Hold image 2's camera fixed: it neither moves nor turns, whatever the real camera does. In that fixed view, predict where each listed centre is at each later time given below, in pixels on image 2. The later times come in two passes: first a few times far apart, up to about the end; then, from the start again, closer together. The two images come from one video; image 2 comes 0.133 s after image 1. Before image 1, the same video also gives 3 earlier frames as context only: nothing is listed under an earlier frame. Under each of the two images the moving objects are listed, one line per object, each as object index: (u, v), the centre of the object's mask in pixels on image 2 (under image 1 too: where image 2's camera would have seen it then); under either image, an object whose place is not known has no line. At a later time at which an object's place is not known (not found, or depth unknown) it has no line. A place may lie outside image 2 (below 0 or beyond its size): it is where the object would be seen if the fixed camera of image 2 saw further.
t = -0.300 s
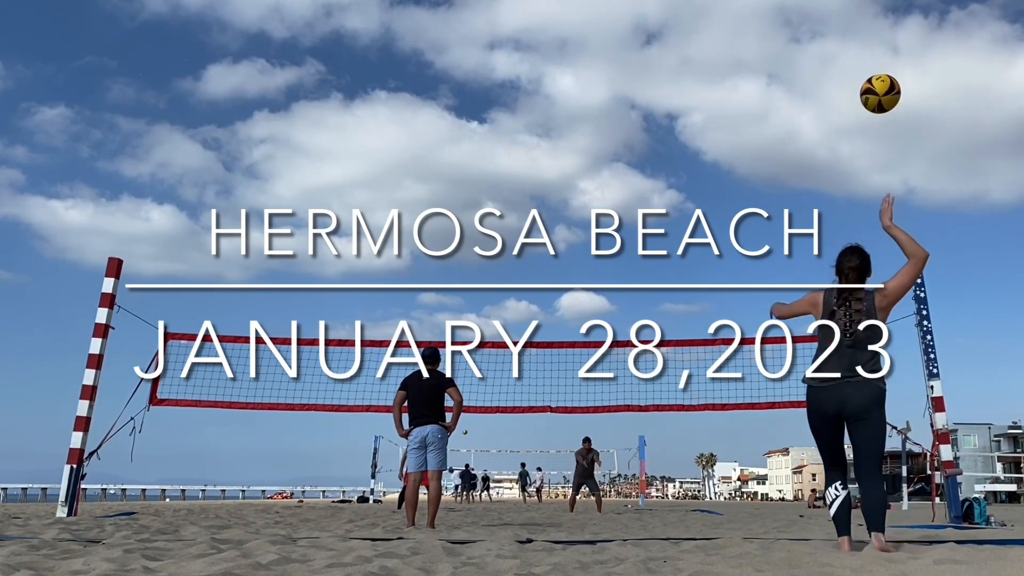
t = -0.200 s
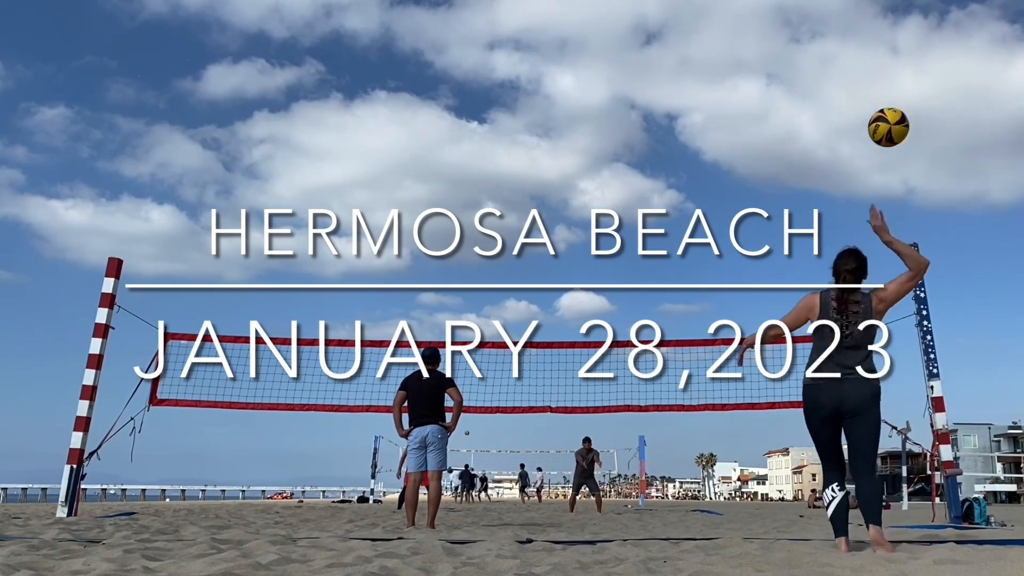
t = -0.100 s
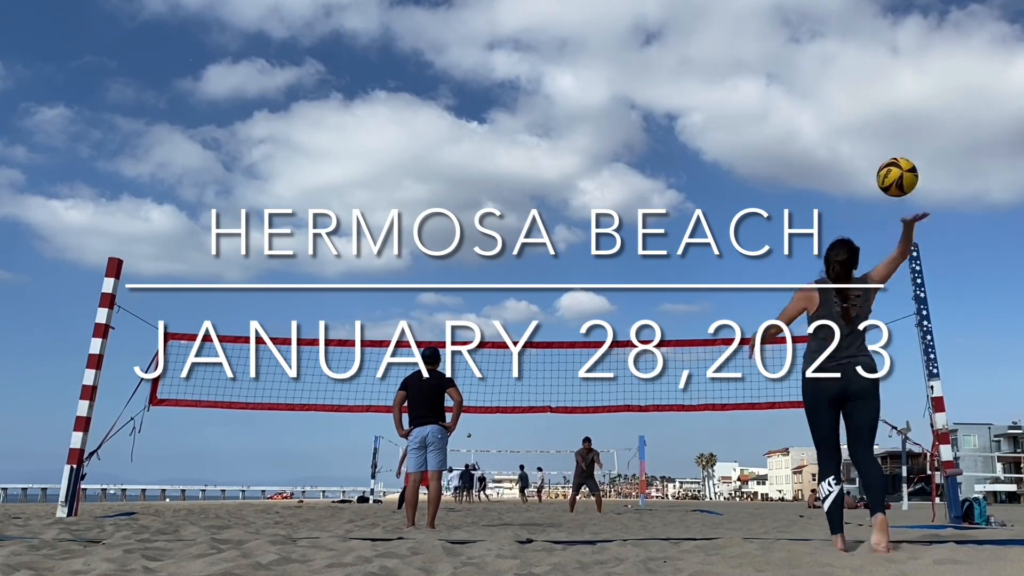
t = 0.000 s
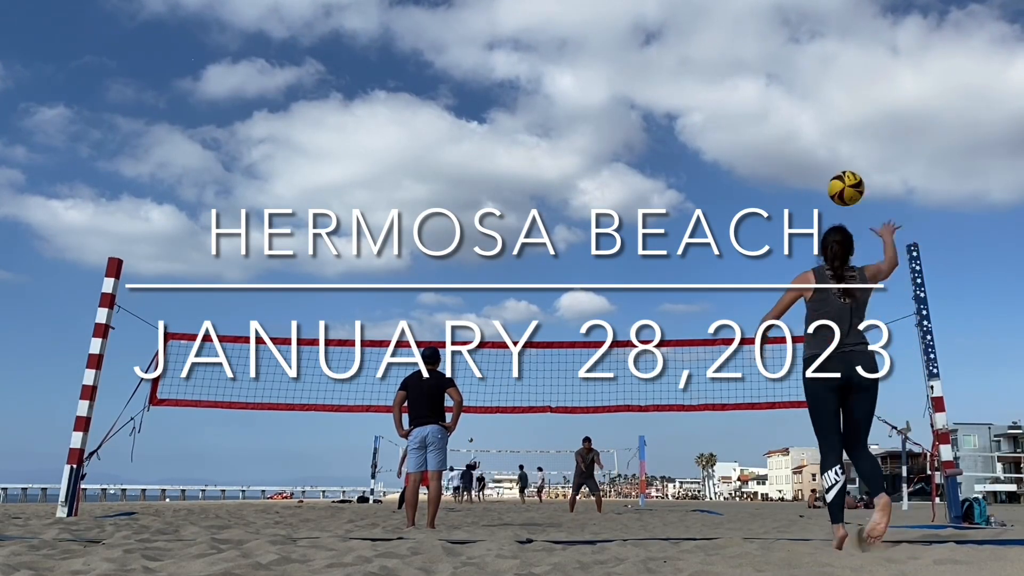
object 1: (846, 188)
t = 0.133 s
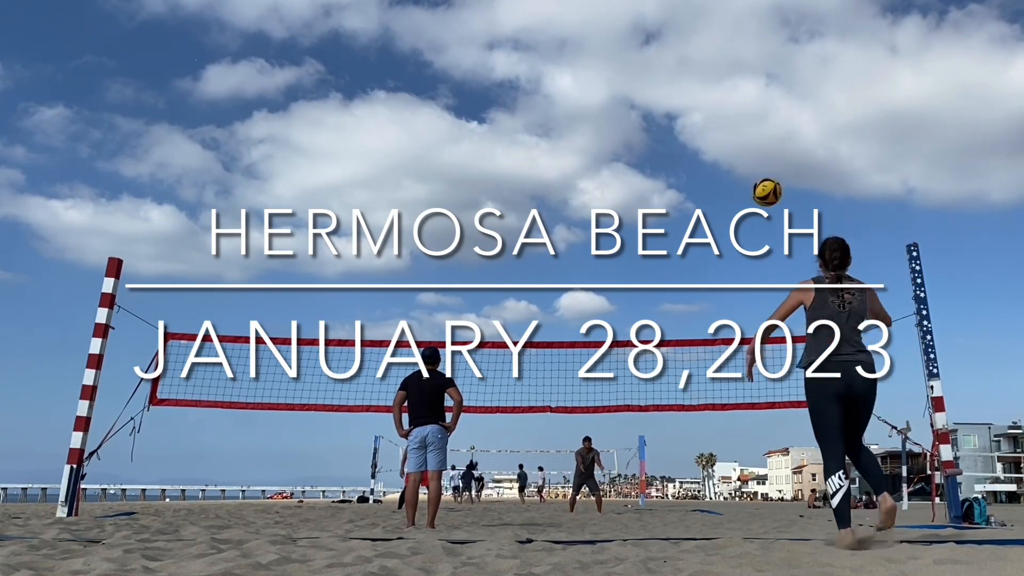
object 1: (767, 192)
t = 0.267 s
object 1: (712, 214)
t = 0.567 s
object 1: (629, 301)
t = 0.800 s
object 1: (588, 391)
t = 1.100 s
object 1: (578, 416)
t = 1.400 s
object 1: (571, 479)
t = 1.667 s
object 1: (567, 498)
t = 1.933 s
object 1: (565, 509)
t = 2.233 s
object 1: (560, 512)
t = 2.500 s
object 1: (556, 513)
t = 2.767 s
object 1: (556, 514)
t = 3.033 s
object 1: (548, 515)
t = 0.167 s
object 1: (751, 196)
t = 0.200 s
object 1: (737, 201)
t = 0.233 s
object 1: (723, 208)
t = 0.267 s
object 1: (712, 214)
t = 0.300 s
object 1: (700, 224)
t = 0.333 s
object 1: (688, 229)
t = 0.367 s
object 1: (676, 238)
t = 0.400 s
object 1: (669, 247)
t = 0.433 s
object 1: (661, 259)
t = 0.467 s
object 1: (652, 268)
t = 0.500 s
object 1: (644, 277)
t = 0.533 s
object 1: (636, 290)
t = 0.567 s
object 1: (629, 301)
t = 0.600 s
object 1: (622, 313)
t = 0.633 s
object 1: (617, 324)
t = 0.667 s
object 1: (610, 337)
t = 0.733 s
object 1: (599, 364)
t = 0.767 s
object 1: (593, 377)
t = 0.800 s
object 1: (588, 391)
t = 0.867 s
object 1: (582, 409)
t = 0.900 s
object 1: (581, 409)
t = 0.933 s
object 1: (580, 410)
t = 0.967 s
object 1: (580, 410)
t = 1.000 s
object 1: (579, 410)
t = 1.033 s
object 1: (579, 412)
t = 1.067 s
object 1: (578, 413)
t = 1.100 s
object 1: (578, 416)
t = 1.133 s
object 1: (577, 420)
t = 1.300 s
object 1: (573, 450)
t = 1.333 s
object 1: (572, 459)
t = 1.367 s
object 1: (571, 468)
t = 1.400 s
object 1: (571, 479)
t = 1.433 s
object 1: (571, 490)
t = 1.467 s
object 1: (570, 502)
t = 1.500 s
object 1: (569, 508)
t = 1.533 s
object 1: (569, 504)
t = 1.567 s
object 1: (568, 501)
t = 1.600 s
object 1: (568, 499)
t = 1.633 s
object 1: (568, 498)
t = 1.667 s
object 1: (567, 498)
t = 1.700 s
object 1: (567, 498)
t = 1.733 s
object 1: (566, 500)
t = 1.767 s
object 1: (566, 501)
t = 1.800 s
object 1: (566, 504)
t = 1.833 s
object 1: (565, 509)
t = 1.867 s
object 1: (565, 509)
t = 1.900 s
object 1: (565, 509)
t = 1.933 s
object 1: (565, 509)
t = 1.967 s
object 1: (565, 508)
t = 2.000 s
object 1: (564, 509)
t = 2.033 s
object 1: (564, 509)
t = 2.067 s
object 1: (564, 509)
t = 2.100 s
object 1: (563, 510)
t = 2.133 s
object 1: (563, 511)
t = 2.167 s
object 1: (562, 511)
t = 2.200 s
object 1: (561, 512)
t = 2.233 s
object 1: (560, 512)
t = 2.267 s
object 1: (560, 512)
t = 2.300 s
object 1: (559, 512)
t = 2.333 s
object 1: (558, 512)
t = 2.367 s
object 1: (558, 512)
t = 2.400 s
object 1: (557, 512)
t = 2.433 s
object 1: (557, 512)
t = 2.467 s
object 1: (557, 512)
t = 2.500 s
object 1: (556, 513)
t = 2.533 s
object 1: (556, 513)
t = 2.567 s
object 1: (556, 513)
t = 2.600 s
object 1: (556, 514)
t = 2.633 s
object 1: (557, 514)
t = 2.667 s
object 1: (557, 514)
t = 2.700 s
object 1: (557, 514)
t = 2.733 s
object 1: (557, 514)
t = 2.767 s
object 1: (556, 514)
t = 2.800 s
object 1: (556, 515)
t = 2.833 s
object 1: (555, 515)
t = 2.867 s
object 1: (554, 515)
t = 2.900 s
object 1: (553, 515)
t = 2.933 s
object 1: (551, 515)
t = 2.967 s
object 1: (550, 515)
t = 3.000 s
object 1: (549, 516)
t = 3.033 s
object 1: (548, 515)
